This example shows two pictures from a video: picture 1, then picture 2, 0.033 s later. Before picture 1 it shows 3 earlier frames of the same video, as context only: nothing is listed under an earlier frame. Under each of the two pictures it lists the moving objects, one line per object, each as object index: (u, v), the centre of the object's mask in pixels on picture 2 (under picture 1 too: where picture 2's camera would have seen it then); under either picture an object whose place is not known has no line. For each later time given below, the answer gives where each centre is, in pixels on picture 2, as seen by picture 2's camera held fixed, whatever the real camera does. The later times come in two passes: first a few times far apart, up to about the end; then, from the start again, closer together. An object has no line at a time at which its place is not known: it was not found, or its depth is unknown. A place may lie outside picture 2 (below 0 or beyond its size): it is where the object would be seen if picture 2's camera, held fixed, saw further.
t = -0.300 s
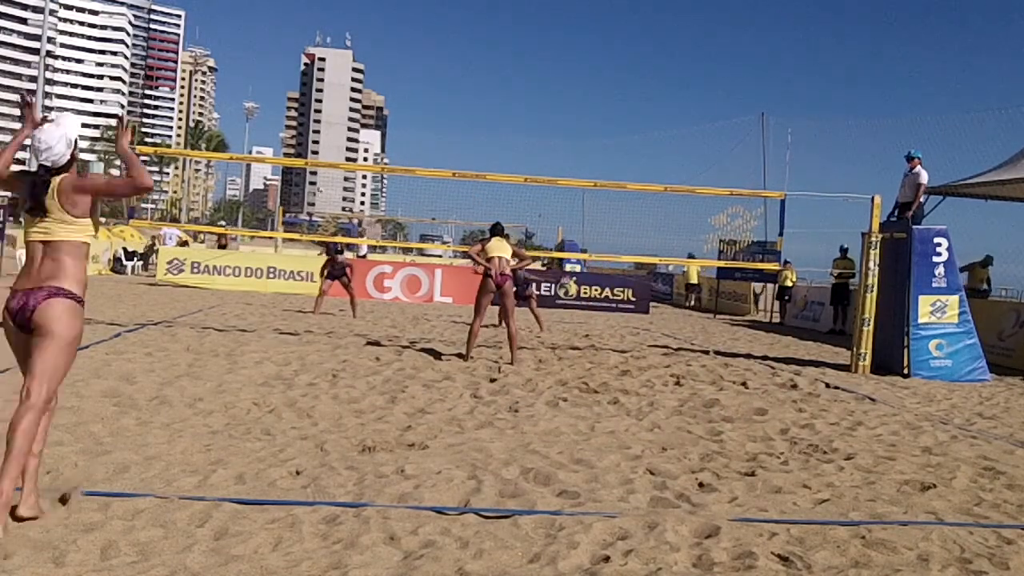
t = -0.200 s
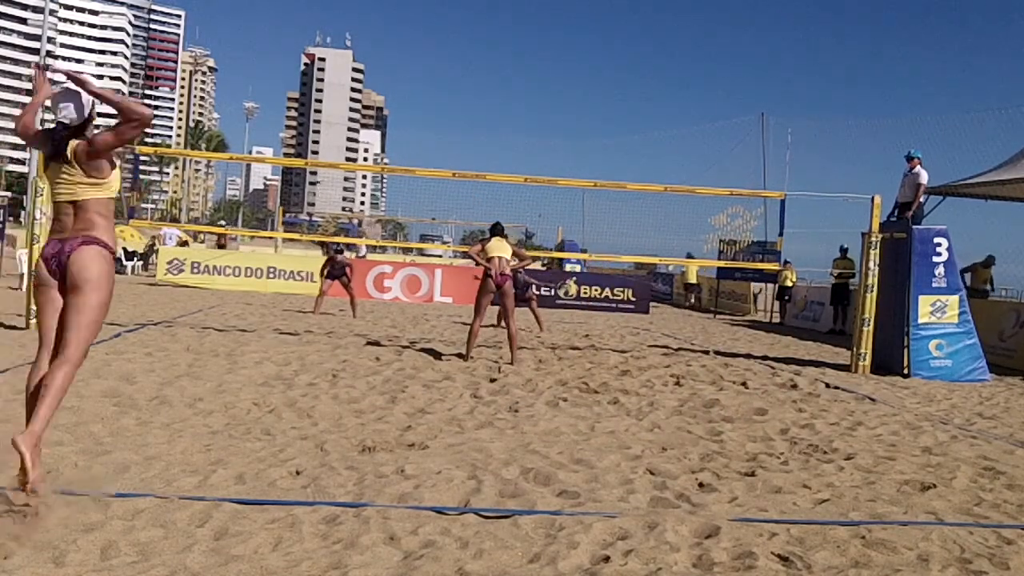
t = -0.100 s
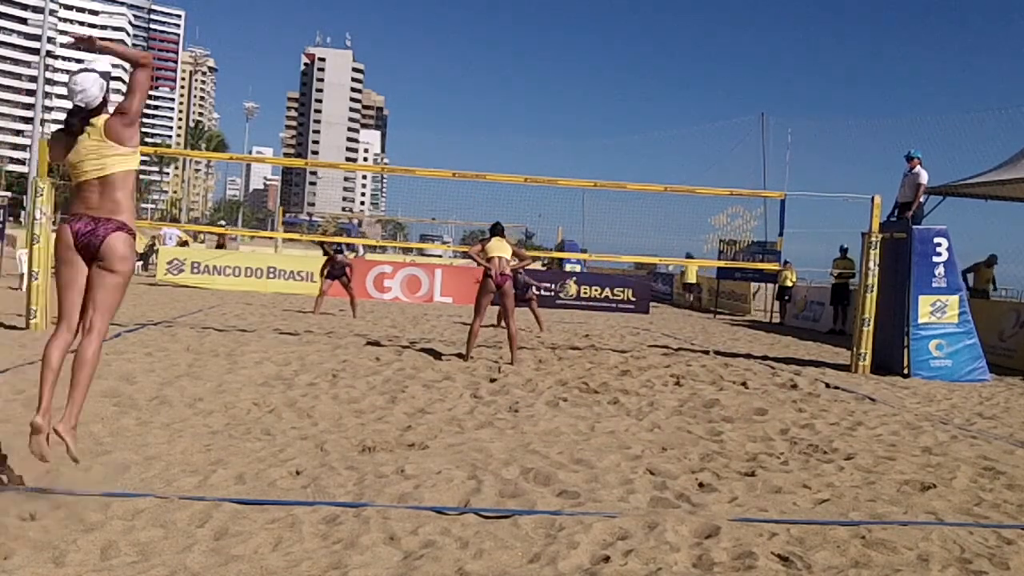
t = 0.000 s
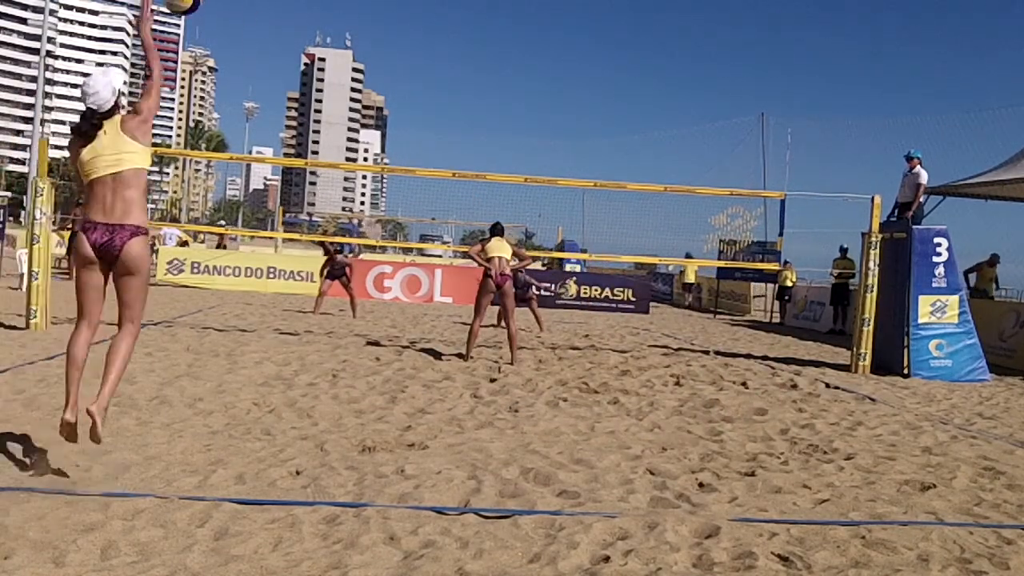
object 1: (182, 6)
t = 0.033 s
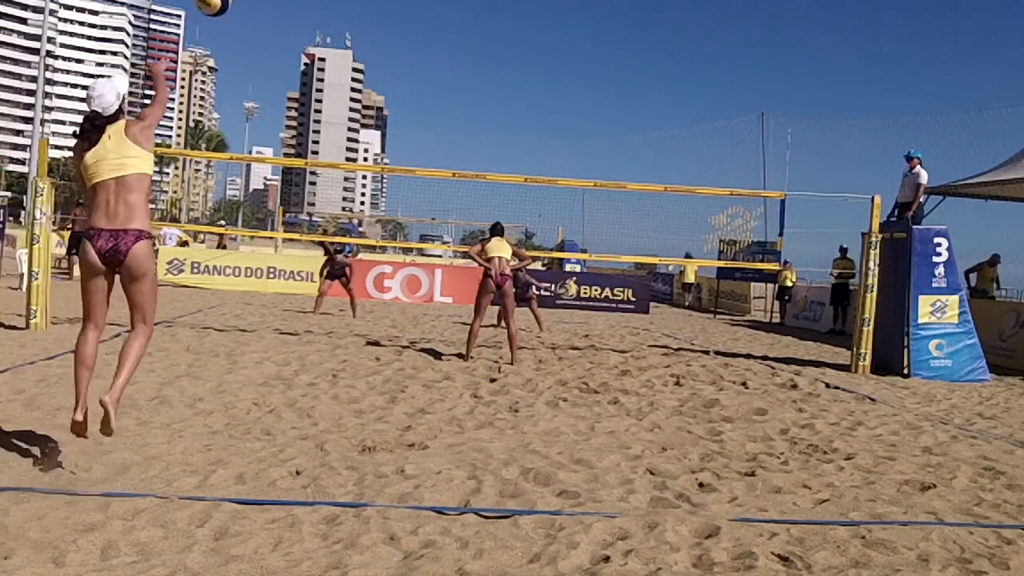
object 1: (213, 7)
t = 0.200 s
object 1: (314, 21)
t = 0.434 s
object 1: (379, 82)
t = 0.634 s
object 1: (408, 146)
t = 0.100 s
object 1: (262, 9)
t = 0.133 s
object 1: (281, 12)
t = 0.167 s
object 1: (298, 14)
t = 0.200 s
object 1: (314, 21)
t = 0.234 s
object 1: (327, 28)
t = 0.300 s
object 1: (348, 43)
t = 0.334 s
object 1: (357, 53)
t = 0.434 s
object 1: (379, 82)
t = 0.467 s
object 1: (385, 92)
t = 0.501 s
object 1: (390, 102)
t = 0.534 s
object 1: (395, 113)
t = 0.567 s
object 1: (400, 123)
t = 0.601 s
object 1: (404, 135)
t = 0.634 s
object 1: (408, 146)
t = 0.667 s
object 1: (412, 158)
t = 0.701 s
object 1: (416, 166)
